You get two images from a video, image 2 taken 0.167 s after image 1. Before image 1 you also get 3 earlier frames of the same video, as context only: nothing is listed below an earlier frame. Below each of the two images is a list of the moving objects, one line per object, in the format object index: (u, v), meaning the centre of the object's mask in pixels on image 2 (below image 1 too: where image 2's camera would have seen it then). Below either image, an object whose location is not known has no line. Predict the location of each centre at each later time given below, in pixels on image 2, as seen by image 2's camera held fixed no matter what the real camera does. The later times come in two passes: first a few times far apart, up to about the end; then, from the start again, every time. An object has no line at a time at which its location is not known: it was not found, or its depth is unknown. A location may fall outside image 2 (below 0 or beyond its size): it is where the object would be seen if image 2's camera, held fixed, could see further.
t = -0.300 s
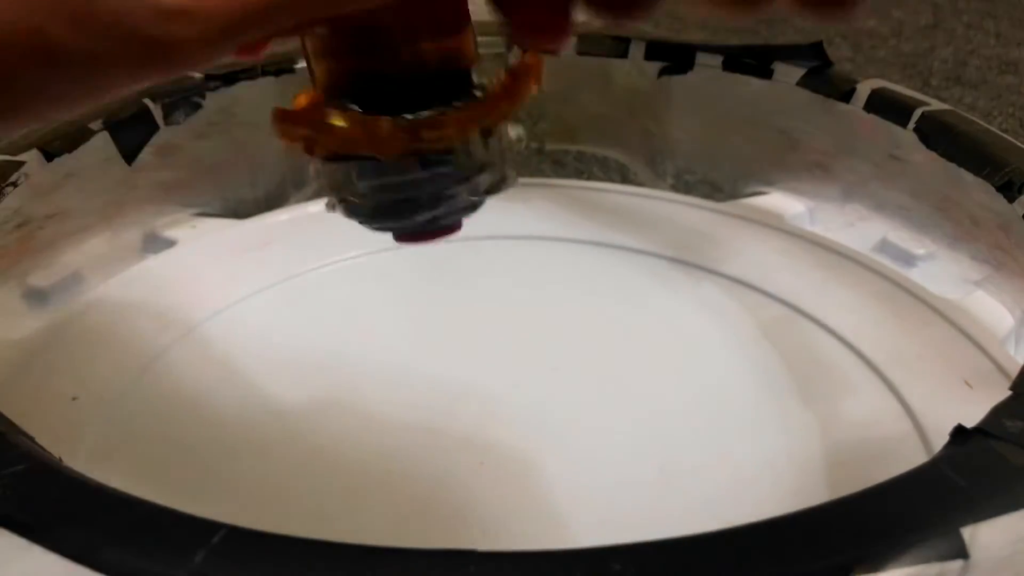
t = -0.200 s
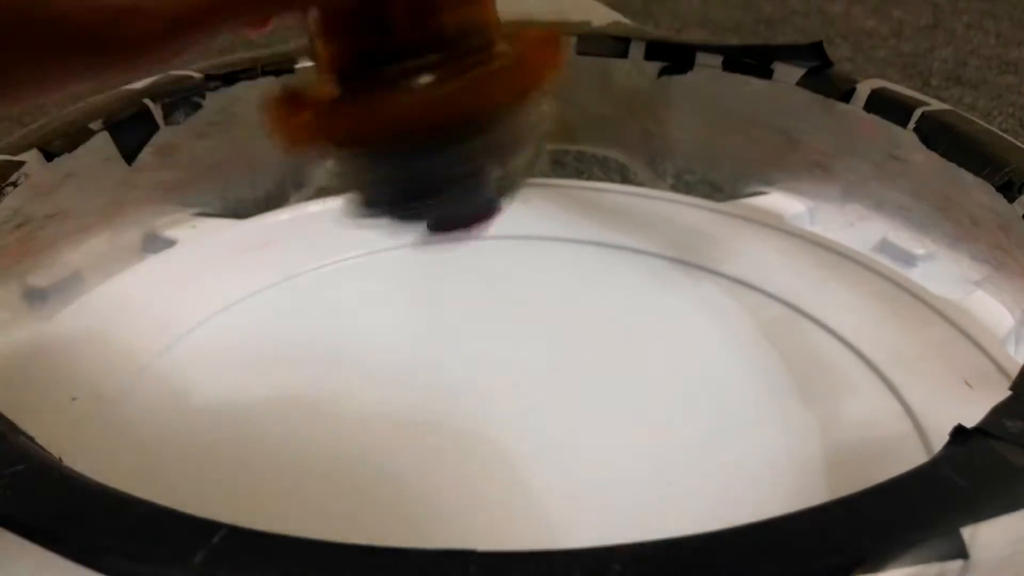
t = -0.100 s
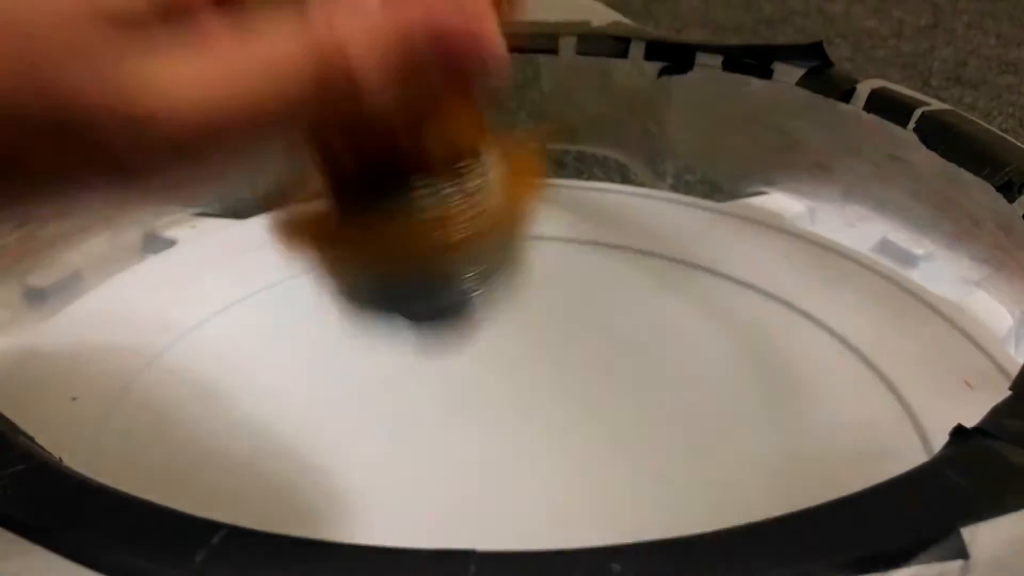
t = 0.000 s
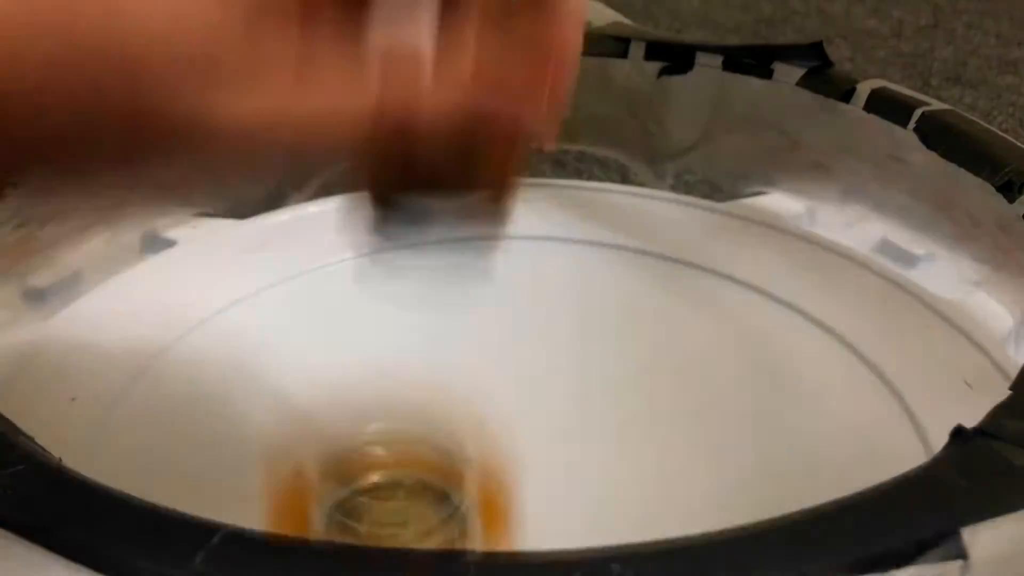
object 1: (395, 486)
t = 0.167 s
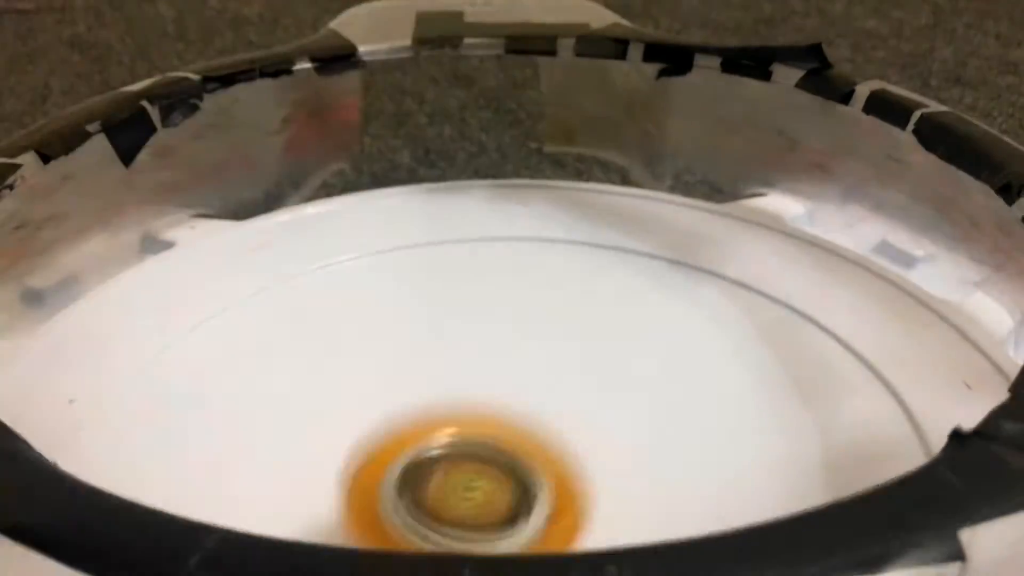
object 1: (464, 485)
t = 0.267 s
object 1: (521, 460)
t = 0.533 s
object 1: (586, 312)
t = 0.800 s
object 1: (490, 312)
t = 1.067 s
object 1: (401, 435)
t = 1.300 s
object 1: (537, 477)
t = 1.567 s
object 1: (700, 411)
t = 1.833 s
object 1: (599, 336)
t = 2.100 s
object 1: (397, 383)
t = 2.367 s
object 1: (407, 486)
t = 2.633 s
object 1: (634, 487)
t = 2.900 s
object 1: (643, 392)
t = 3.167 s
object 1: (413, 357)
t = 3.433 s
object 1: (294, 445)
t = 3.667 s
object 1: (441, 497)
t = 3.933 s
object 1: (616, 432)
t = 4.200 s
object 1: (502, 331)
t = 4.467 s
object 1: (344, 367)
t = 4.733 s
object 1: (402, 460)
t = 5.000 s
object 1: (594, 432)
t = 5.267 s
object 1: (562, 343)
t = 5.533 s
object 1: (422, 357)
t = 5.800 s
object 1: (440, 437)
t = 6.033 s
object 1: (576, 451)
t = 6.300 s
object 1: (602, 394)
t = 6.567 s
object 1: (504, 382)
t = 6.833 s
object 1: (450, 444)
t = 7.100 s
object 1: (536, 463)
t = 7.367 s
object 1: (543, 410)
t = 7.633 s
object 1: (424, 412)
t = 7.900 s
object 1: (436, 455)
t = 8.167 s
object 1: (509, 445)
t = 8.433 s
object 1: (491, 393)
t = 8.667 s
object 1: (432, 398)
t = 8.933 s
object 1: (456, 426)
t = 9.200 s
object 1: (522, 408)
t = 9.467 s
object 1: (485, 393)
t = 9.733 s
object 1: (493, 421)
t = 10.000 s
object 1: (523, 412)
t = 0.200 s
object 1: (481, 476)
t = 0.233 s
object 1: (496, 478)
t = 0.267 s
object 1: (521, 460)
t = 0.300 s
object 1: (540, 446)
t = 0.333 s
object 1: (559, 422)
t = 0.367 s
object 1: (574, 399)
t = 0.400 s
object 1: (586, 377)
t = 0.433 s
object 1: (591, 357)
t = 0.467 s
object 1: (593, 339)
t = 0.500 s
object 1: (592, 323)
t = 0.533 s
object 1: (586, 312)
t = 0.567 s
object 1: (580, 301)
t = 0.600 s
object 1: (571, 293)
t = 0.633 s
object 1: (561, 288)
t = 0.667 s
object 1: (548, 288)
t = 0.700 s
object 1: (535, 290)
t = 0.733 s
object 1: (521, 294)
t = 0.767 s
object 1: (505, 302)
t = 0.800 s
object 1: (490, 312)
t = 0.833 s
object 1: (473, 324)
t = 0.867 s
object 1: (456, 338)
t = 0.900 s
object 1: (438, 354)
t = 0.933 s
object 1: (424, 369)
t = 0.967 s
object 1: (413, 385)
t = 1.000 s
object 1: (404, 402)
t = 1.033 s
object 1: (401, 418)
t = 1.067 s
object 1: (401, 435)
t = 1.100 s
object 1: (406, 448)
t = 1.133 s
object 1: (418, 456)
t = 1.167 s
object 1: (434, 465)
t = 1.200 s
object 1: (454, 472)
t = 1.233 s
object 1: (480, 475)
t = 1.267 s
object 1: (508, 477)
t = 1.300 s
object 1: (537, 477)
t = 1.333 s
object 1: (567, 474)
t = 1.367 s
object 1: (596, 469)
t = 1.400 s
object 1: (622, 464)
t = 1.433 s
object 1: (647, 456)
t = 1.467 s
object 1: (667, 447)
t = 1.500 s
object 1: (682, 437)
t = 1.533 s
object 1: (693, 426)
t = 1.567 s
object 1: (700, 411)
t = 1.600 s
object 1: (700, 398)
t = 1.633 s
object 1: (698, 384)
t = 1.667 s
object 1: (691, 372)
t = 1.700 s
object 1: (679, 361)
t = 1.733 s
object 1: (665, 351)
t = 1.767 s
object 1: (646, 345)
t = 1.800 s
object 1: (623, 339)
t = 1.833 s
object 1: (599, 336)
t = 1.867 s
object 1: (574, 335)
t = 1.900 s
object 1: (548, 336)
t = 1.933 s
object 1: (521, 338)
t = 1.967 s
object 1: (493, 343)
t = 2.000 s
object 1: (466, 351)
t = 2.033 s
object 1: (440, 360)
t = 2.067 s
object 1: (417, 372)
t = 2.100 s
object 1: (397, 383)
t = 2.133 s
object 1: (380, 397)
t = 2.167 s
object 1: (365, 414)
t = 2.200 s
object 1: (357, 430)
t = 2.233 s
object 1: (356, 445)
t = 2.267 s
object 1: (359, 456)
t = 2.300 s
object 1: (368, 467)
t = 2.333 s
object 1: (385, 478)
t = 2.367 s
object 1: (407, 486)
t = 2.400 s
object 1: (434, 492)
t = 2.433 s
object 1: (463, 497)
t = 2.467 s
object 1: (495, 500)
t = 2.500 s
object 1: (526, 500)
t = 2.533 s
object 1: (555, 500)
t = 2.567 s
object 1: (583, 497)
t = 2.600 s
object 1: (609, 493)
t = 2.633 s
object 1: (634, 487)
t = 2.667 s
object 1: (655, 478)
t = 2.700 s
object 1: (674, 468)
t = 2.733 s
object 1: (685, 457)
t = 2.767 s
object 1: (688, 446)
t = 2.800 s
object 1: (685, 435)
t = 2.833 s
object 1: (677, 420)
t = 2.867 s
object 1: (662, 405)
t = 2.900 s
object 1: (643, 392)
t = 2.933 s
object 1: (619, 380)
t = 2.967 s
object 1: (592, 369)
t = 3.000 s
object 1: (564, 362)
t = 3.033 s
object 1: (533, 357)
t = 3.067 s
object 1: (503, 354)
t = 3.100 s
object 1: (472, 353)
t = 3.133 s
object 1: (441, 354)
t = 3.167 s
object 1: (413, 357)
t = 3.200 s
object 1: (385, 363)
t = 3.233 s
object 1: (361, 369)
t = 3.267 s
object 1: (340, 379)
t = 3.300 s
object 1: (322, 390)
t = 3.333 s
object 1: (309, 403)
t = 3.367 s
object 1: (298, 418)
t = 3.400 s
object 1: (293, 433)
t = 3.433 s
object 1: (294, 445)
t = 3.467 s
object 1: (296, 453)
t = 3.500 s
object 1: (308, 466)
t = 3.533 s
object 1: (326, 475)
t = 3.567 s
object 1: (349, 484)
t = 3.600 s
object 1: (377, 490)
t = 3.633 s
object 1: (408, 495)
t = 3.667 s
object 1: (441, 497)
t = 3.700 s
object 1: (474, 497)
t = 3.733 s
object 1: (506, 495)
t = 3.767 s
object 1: (536, 490)
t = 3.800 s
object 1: (564, 483)
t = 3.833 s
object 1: (586, 473)
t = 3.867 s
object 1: (603, 461)
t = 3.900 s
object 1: (612, 450)
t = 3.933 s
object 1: (616, 432)
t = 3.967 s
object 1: (613, 414)
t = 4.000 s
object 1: (606, 396)
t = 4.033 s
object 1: (595, 380)
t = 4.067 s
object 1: (582, 366)
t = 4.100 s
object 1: (565, 354)
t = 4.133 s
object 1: (546, 343)
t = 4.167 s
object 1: (524, 336)
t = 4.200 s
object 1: (502, 331)
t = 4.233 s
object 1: (480, 328)
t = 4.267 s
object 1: (457, 328)
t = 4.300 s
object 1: (431, 330)
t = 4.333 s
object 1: (409, 334)
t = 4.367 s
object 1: (388, 339)
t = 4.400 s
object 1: (370, 346)
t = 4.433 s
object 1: (356, 355)
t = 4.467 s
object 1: (344, 367)
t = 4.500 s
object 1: (335, 380)
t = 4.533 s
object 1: (331, 393)
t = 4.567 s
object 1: (332, 408)
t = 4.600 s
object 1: (337, 422)
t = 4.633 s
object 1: (346, 436)
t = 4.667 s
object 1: (361, 447)
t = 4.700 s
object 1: (380, 454)
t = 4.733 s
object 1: (402, 460)
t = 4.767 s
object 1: (428, 464)
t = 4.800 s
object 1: (457, 466)
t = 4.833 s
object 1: (485, 465)
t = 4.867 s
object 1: (513, 464)
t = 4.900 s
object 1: (540, 460)
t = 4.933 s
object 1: (562, 453)
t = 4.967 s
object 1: (580, 445)
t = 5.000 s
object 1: (594, 432)
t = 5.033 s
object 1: (603, 419)
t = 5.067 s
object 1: (607, 405)
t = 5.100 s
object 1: (607, 392)
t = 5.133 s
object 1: (603, 380)
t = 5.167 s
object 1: (598, 368)
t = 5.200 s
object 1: (589, 358)
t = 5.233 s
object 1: (577, 350)
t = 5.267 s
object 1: (562, 343)
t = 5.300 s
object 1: (546, 338)
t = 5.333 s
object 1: (527, 336)
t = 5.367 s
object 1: (509, 335)
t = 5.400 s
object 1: (490, 335)
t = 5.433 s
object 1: (472, 338)
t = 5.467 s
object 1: (454, 343)
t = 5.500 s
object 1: (437, 350)
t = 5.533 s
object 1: (422, 357)
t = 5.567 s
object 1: (412, 365)
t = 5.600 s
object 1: (406, 373)
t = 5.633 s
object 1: (402, 383)
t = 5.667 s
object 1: (402, 394)
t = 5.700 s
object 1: (406, 404)
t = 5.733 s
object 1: (413, 416)
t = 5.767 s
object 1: (424, 427)
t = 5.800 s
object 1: (440, 437)
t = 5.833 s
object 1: (457, 446)
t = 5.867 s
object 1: (477, 451)
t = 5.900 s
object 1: (497, 455)
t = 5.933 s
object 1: (518, 456)
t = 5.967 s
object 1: (540, 457)
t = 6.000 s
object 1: (559, 454)
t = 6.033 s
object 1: (576, 451)
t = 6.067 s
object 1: (592, 446)
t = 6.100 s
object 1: (603, 439)
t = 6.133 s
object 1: (611, 430)
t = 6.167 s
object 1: (614, 422)
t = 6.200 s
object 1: (615, 414)
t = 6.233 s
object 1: (613, 406)
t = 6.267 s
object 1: (609, 400)
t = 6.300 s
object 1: (602, 394)
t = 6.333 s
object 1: (594, 389)
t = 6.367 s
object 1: (583, 384)
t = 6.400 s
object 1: (572, 381)
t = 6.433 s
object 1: (560, 379)
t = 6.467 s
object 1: (546, 379)
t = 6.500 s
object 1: (532, 379)
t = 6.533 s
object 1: (518, 380)
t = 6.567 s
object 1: (504, 382)
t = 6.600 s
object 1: (492, 386)
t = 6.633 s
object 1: (480, 391)
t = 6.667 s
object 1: (470, 398)
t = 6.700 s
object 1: (461, 407)
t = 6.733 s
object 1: (454, 417)
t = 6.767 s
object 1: (450, 426)
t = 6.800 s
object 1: (449, 436)
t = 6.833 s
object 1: (450, 444)
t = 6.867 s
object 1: (454, 451)
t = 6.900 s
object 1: (460, 457)
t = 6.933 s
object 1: (469, 461)
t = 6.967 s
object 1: (481, 464)
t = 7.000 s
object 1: (494, 466)
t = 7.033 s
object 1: (508, 467)
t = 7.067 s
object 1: (522, 466)
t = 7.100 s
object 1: (536, 463)
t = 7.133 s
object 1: (550, 460)
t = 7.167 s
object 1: (558, 456)
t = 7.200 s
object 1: (565, 450)
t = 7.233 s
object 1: (568, 443)
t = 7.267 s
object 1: (568, 433)
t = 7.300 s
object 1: (563, 424)
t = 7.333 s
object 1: (554, 416)
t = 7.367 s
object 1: (543, 410)
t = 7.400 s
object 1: (529, 404)
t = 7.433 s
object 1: (514, 400)
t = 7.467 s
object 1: (498, 398)
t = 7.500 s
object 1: (481, 397)
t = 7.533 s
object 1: (464, 399)
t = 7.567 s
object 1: (448, 402)
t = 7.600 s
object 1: (435, 407)
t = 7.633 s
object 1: (424, 412)
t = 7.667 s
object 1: (415, 418)
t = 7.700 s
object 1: (410, 425)
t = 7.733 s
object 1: (409, 431)
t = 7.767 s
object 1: (409, 438)
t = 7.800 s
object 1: (413, 444)
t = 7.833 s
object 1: (420, 448)
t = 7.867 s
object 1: (428, 452)
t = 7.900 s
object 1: (436, 455)
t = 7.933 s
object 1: (445, 458)
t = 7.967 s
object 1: (454, 460)
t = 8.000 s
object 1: (464, 460)
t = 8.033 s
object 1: (475, 460)
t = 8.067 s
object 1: (487, 457)
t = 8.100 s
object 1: (497, 455)
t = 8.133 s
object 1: (503, 451)
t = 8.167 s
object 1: (509, 445)
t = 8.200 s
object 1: (514, 438)
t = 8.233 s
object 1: (517, 431)
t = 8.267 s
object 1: (519, 423)
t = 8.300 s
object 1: (518, 416)
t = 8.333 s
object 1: (514, 409)
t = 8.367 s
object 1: (508, 403)
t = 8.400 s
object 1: (500, 397)
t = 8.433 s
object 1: (491, 393)
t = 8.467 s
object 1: (481, 390)
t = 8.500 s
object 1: (471, 389)
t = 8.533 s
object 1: (461, 389)
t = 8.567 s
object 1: (452, 390)
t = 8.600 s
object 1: (444, 392)
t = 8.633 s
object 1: (438, 395)
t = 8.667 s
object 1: (432, 398)
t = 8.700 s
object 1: (429, 402)
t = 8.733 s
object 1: (427, 407)
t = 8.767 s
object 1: (427, 411)
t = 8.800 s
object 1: (430, 415)
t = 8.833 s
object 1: (433, 418)
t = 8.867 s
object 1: (439, 422)
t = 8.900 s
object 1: (447, 424)
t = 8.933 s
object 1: (456, 426)
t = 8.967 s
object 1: (465, 426)
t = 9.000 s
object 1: (477, 425)
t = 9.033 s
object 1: (488, 423)
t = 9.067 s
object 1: (500, 420)
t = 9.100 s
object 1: (510, 418)
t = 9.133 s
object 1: (517, 415)
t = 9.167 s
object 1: (521, 411)
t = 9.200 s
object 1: (522, 408)
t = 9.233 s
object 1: (521, 404)
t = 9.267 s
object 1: (518, 400)
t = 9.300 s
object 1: (514, 397)
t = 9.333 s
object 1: (508, 394)
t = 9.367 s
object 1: (501, 393)
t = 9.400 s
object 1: (496, 391)
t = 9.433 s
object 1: (491, 391)
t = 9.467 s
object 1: (485, 393)
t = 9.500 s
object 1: (482, 396)
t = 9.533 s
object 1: (478, 400)
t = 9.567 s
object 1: (475, 406)
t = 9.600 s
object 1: (474, 412)
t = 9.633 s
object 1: (474, 416)
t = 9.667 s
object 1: (477, 418)
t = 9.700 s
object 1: (484, 421)
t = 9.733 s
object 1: (493, 421)
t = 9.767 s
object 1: (503, 421)
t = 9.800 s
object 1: (513, 421)
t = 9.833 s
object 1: (523, 419)
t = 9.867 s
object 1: (529, 418)
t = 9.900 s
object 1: (531, 416)
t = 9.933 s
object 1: (531, 415)
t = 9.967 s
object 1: (529, 414)
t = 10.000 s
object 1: (523, 412)
